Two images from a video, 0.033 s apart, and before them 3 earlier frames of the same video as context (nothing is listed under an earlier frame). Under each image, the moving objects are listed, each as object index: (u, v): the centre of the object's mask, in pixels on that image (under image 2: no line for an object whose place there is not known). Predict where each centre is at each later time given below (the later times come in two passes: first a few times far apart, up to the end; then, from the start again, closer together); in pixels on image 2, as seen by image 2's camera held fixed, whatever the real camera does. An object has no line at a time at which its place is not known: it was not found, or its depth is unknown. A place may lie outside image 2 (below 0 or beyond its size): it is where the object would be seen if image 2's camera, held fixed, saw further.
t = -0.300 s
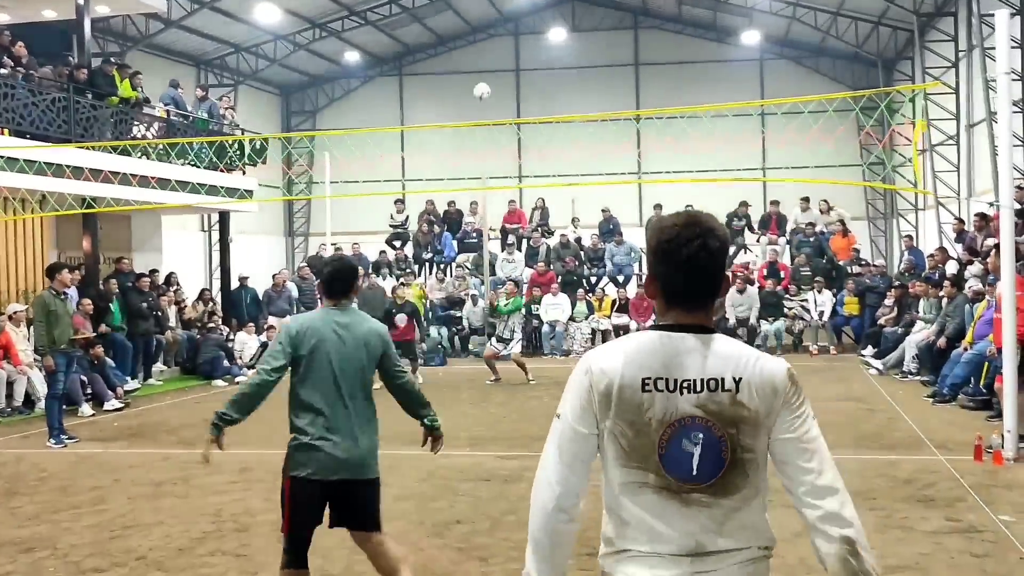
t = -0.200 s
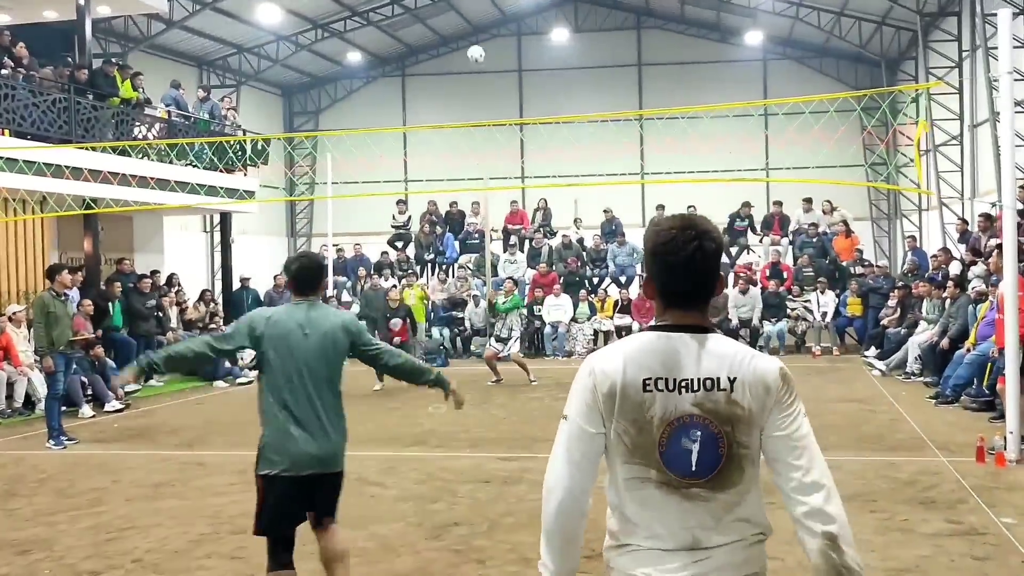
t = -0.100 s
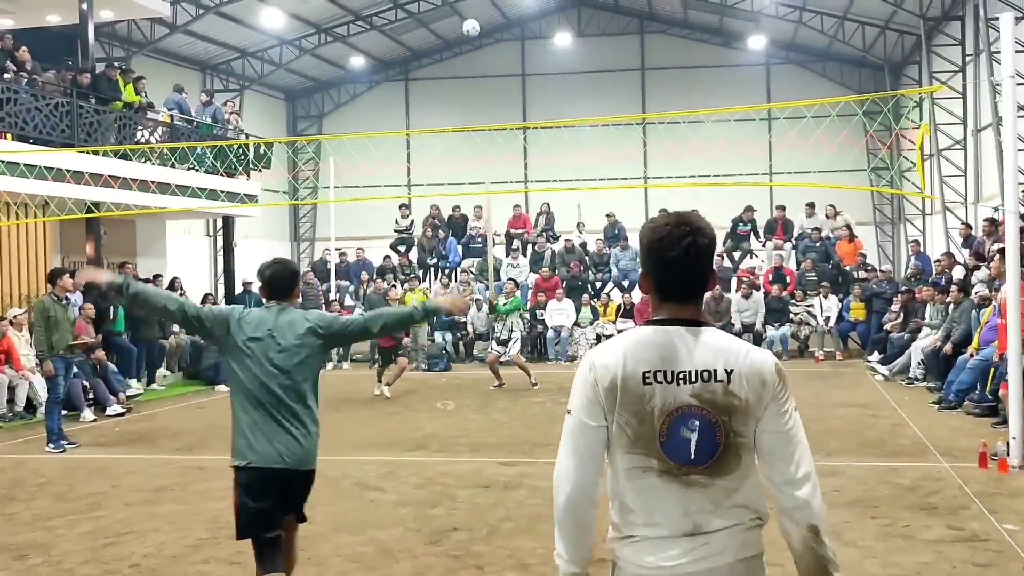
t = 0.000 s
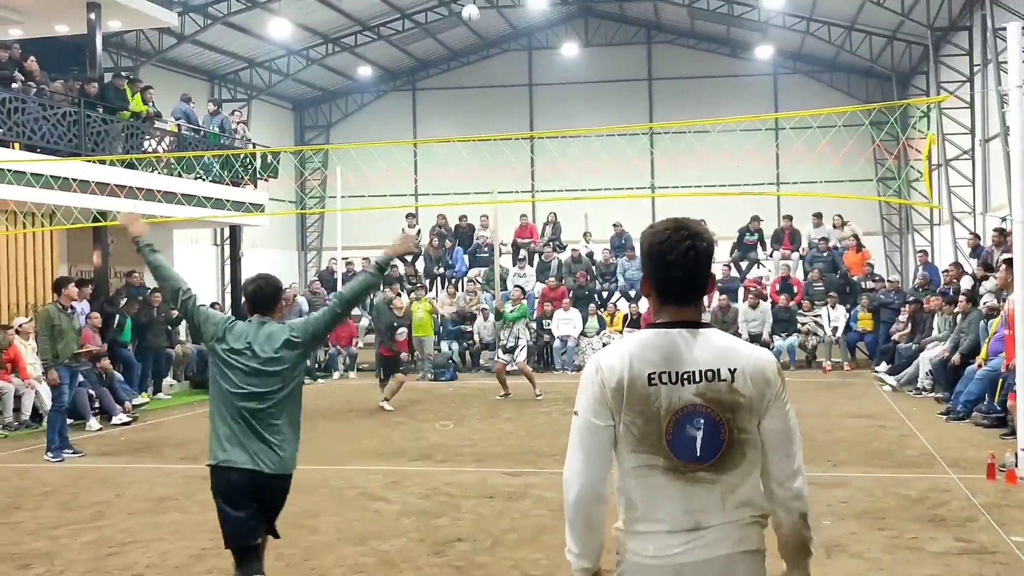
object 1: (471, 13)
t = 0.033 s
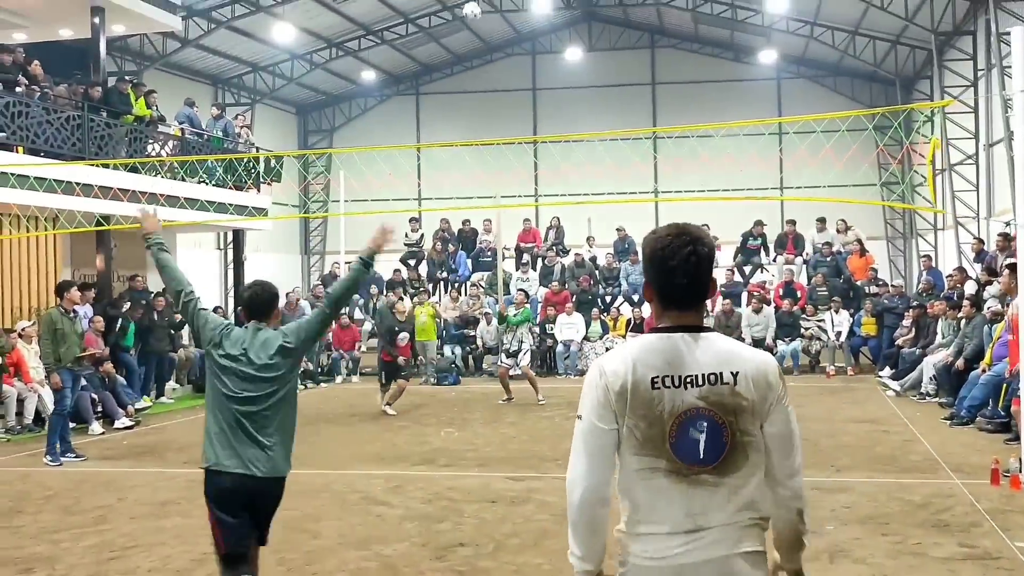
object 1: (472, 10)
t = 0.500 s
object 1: (442, 8)
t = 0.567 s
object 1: (438, 22)
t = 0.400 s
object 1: (448, -6)
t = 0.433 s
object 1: (445, -3)
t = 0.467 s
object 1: (444, 2)
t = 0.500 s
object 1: (442, 8)
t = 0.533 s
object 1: (440, 14)
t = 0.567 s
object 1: (438, 22)
